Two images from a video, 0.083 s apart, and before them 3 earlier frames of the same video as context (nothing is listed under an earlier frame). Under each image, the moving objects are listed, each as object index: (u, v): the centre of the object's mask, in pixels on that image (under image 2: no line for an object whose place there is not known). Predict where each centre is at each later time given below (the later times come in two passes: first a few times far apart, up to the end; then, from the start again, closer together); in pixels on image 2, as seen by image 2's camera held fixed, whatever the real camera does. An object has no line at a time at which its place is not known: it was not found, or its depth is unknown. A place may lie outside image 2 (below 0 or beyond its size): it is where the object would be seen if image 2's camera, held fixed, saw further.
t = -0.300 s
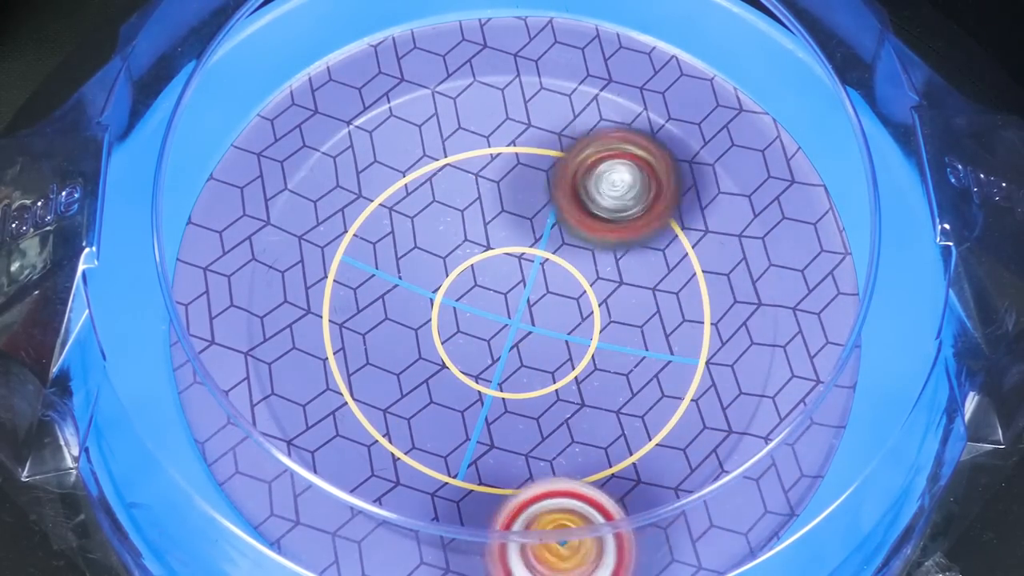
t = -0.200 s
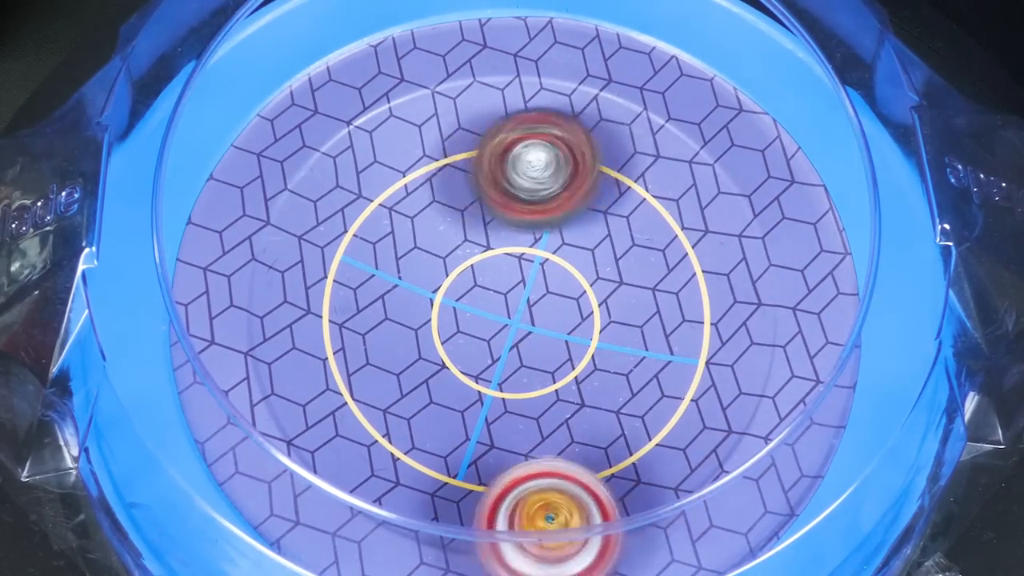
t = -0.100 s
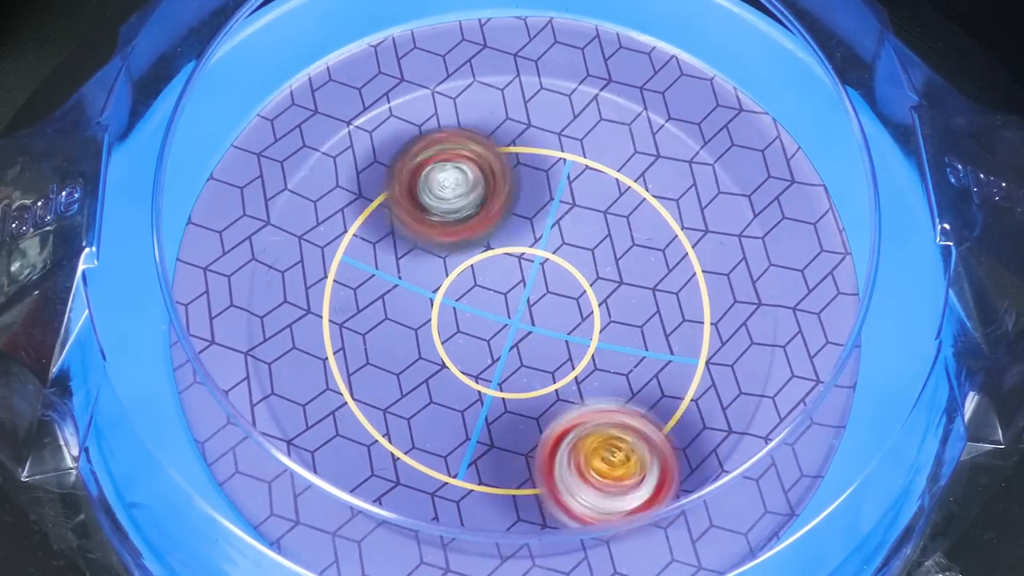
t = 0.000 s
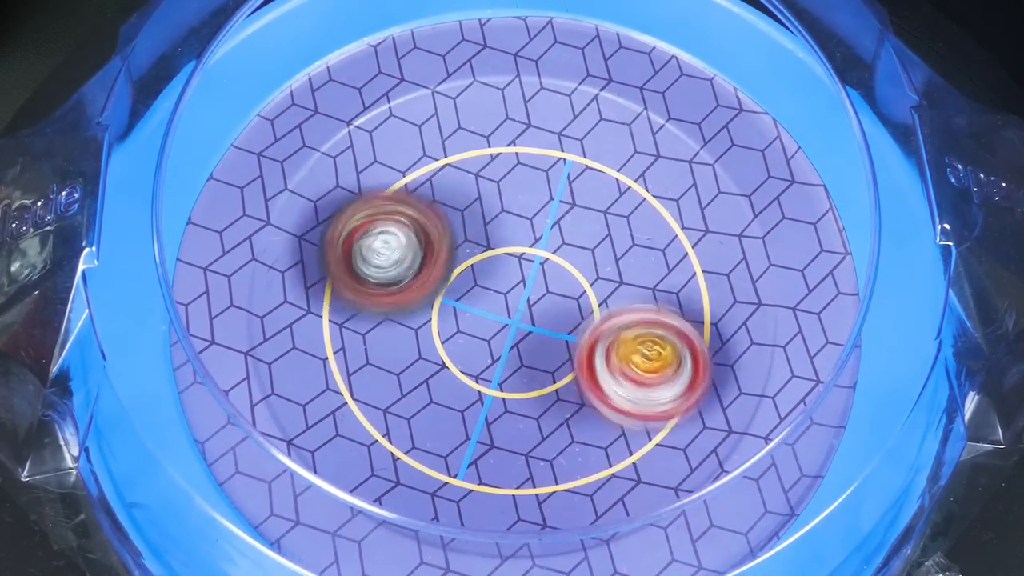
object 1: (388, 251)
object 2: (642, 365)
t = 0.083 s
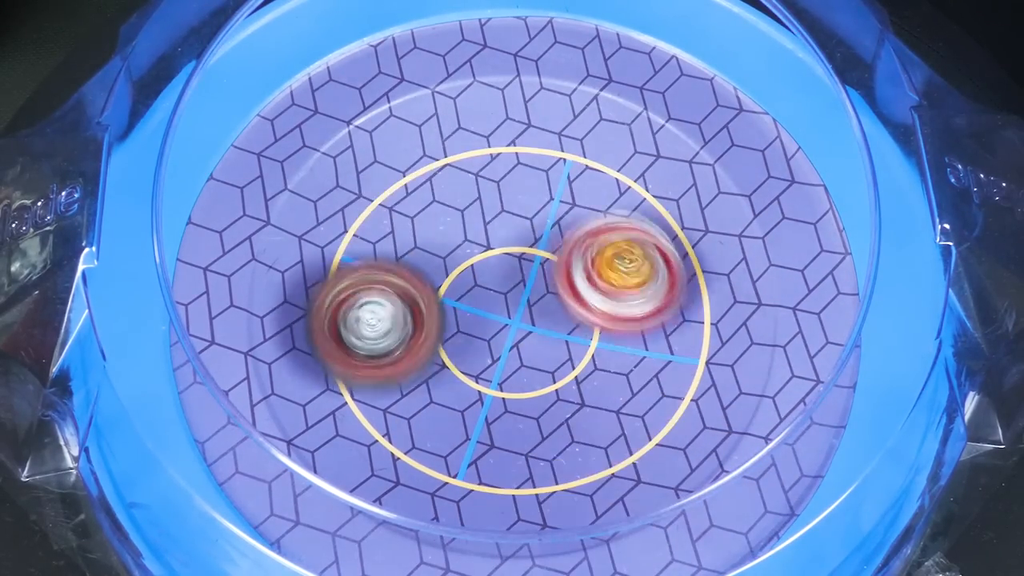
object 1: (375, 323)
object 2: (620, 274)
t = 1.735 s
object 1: (707, 353)
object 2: (645, 212)
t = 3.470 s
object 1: (457, 256)
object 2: (600, 265)
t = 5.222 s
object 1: (672, 365)
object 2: (532, 291)
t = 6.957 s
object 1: (407, 241)
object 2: (565, 324)
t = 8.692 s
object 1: (473, 378)
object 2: (578, 276)
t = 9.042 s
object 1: (432, 294)
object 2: (570, 327)
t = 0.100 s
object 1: (378, 337)
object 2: (609, 259)
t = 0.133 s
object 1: (388, 363)
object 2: (583, 228)
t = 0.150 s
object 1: (395, 375)
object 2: (571, 218)
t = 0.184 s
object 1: (412, 396)
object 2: (536, 194)
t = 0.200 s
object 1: (421, 405)
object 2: (521, 186)
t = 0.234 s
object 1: (443, 421)
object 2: (483, 173)
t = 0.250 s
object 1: (454, 426)
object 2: (467, 169)
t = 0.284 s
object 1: (479, 436)
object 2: (428, 164)
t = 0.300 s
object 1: (493, 438)
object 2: (412, 164)
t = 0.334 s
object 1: (518, 438)
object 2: (375, 168)
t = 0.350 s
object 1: (531, 437)
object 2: (359, 173)
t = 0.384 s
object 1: (557, 431)
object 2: (327, 187)
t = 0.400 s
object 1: (569, 426)
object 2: (314, 195)
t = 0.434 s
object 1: (590, 413)
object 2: (291, 217)
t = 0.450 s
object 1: (600, 405)
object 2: (284, 229)
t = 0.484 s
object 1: (617, 386)
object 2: (274, 259)
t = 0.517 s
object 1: (630, 365)
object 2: (277, 290)
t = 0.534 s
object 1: (635, 353)
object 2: (283, 306)
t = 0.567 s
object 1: (641, 330)
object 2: (304, 337)
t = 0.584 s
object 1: (643, 318)
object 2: (317, 350)
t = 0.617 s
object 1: (643, 292)
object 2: (351, 371)
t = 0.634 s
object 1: (639, 280)
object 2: (370, 380)
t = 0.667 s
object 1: (631, 257)
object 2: (411, 390)
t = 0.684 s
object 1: (626, 246)
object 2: (433, 393)
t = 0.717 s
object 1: (611, 225)
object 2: (474, 390)
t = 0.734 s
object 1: (603, 215)
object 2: (497, 386)
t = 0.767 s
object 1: (583, 197)
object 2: (533, 372)
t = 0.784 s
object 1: (573, 189)
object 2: (551, 360)
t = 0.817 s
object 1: (550, 176)
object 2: (579, 335)
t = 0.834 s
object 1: (537, 171)
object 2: (589, 318)
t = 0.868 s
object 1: (513, 163)
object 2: (605, 285)
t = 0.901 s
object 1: (487, 162)
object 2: (610, 250)
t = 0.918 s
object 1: (475, 161)
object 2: (612, 233)
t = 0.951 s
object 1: (450, 164)
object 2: (607, 200)
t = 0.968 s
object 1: (438, 168)
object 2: (604, 183)
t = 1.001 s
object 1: (417, 177)
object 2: (595, 154)
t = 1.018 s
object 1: (407, 182)
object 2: (587, 139)
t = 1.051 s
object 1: (390, 196)
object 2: (571, 112)
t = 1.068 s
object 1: (383, 202)
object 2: (561, 100)
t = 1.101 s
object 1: (372, 217)
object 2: (538, 80)
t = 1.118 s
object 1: (367, 226)
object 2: (525, 73)
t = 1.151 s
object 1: (362, 243)
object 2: (495, 64)
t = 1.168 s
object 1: (360, 252)
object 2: (478, 66)
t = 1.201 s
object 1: (361, 272)
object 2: (445, 76)
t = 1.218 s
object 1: (363, 280)
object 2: (430, 84)
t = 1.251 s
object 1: (371, 300)
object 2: (407, 106)
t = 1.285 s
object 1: (381, 318)
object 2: (393, 134)
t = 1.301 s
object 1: (388, 326)
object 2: (389, 149)
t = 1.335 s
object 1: (406, 343)
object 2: (387, 182)
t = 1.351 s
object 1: (415, 349)
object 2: (389, 201)
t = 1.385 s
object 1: (436, 362)
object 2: (397, 236)
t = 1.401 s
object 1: (450, 376)
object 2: (405, 250)
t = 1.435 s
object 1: (482, 407)
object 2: (421, 268)
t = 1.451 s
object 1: (498, 418)
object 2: (433, 280)
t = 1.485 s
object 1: (534, 432)
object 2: (460, 301)
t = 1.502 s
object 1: (551, 436)
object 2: (477, 309)
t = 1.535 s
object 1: (585, 437)
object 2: (510, 317)
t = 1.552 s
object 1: (600, 434)
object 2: (527, 318)
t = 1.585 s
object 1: (629, 425)
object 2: (562, 310)
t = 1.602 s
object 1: (643, 420)
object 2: (577, 305)
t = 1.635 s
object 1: (665, 406)
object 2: (603, 288)
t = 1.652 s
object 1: (675, 399)
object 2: (613, 277)
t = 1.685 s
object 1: (692, 382)
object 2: (631, 252)
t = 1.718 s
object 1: (704, 363)
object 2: (640, 227)
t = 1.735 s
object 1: (707, 353)
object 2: (645, 212)
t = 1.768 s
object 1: (712, 334)
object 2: (648, 185)
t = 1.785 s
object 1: (712, 324)
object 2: (647, 173)
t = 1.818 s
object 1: (710, 305)
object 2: (637, 151)
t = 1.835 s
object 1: (707, 295)
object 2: (629, 142)
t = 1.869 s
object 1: (699, 277)
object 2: (610, 130)
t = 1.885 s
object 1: (694, 269)
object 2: (598, 127)
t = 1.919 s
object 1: (680, 252)
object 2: (573, 125)
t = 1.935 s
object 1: (672, 245)
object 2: (561, 128)
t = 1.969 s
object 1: (654, 232)
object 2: (534, 139)
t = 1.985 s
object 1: (645, 227)
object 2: (522, 148)
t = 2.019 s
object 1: (625, 219)
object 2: (500, 168)
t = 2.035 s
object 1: (624, 221)
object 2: (484, 175)
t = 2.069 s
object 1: (621, 228)
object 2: (449, 194)
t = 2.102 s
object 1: (616, 235)
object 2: (429, 219)
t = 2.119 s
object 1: (612, 238)
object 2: (421, 233)
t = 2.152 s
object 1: (603, 244)
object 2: (410, 265)
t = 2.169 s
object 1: (598, 246)
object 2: (407, 281)
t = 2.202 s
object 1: (586, 253)
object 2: (411, 313)
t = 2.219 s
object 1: (581, 255)
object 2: (415, 330)
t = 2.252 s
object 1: (567, 263)
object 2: (431, 360)
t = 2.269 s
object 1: (562, 266)
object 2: (442, 373)
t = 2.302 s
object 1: (550, 273)
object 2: (469, 395)
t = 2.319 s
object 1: (547, 278)
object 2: (485, 402)
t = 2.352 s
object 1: (536, 286)
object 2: (519, 414)
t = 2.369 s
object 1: (532, 289)
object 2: (534, 419)
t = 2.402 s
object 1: (524, 288)
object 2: (565, 424)
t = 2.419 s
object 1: (520, 289)
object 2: (582, 424)
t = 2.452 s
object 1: (512, 292)
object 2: (611, 416)
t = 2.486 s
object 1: (504, 297)
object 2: (641, 402)
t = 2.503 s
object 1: (500, 300)
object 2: (652, 392)
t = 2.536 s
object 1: (495, 309)
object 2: (669, 371)
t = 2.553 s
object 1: (493, 313)
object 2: (673, 358)
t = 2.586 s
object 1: (489, 321)
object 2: (678, 330)
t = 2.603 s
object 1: (489, 325)
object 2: (679, 316)
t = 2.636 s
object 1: (490, 334)
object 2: (672, 288)
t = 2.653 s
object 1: (491, 338)
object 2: (665, 274)
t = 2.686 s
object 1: (495, 345)
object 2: (646, 251)
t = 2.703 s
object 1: (497, 347)
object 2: (631, 240)
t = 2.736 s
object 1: (502, 351)
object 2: (604, 223)
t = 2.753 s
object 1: (504, 353)
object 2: (590, 216)
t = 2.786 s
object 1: (509, 354)
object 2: (560, 207)
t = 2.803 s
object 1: (511, 354)
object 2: (543, 205)
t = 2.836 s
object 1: (516, 352)
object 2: (509, 204)
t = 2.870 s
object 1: (520, 350)
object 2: (475, 211)
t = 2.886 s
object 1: (522, 348)
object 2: (459, 216)
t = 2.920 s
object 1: (525, 343)
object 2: (434, 230)
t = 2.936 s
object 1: (526, 340)
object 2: (420, 241)
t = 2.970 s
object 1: (528, 334)
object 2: (400, 263)
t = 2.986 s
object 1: (529, 331)
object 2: (393, 275)
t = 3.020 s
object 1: (531, 323)
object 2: (382, 300)
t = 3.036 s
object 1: (530, 319)
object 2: (379, 313)
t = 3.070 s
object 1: (528, 311)
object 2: (380, 342)
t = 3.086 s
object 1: (526, 306)
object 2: (383, 356)
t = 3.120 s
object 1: (524, 297)
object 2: (396, 381)
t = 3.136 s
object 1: (521, 293)
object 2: (406, 392)
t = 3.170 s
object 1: (518, 284)
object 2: (431, 411)
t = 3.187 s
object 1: (515, 280)
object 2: (445, 416)
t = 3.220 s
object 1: (509, 272)
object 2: (478, 422)
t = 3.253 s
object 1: (503, 267)
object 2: (512, 420)
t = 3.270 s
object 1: (500, 264)
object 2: (526, 415)
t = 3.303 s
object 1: (494, 260)
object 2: (554, 401)
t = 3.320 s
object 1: (490, 258)
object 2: (567, 390)
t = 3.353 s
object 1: (485, 256)
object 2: (586, 365)
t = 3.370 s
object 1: (481, 256)
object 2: (592, 351)
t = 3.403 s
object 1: (475, 256)
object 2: (602, 322)
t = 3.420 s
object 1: (471, 256)
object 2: (603, 308)
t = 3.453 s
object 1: (462, 256)
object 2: (603, 280)
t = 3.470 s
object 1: (457, 256)
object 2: (600, 265)
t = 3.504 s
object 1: (447, 258)
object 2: (589, 239)
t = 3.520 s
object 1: (444, 260)
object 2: (581, 228)
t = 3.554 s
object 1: (437, 265)
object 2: (562, 206)
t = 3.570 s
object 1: (435, 268)
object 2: (552, 196)
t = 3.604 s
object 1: (434, 273)
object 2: (528, 180)
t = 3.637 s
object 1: (434, 281)
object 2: (504, 167)
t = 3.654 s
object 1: (433, 286)
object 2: (491, 163)
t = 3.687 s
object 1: (437, 294)
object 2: (464, 161)
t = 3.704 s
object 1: (439, 298)
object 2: (451, 163)
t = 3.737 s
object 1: (446, 305)
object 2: (425, 172)
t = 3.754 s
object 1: (451, 309)
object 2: (414, 178)
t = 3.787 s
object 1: (461, 314)
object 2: (396, 195)
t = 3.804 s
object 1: (467, 319)
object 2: (389, 205)
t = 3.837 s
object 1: (481, 324)
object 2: (381, 226)
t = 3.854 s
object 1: (489, 327)
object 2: (380, 239)
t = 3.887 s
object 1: (518, 342)
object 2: (371, 252)
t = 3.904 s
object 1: (534, 348)
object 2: (370, 258)
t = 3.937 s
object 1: (564, 357)
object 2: (370, 274)
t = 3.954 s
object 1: (577, 356)
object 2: (374, 283)
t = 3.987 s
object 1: (601, 352)
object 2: (388, 302)
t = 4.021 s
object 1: (620, 344)
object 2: (410, 317)
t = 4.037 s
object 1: (628, 337)
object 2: (422, 322)
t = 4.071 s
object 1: (643, 327)
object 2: (451, 330)
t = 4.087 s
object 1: (647, 321)
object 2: (467, 330)
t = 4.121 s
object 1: (655, 308)
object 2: (496, 326)
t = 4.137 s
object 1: (657, 303)
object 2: (507, 320)
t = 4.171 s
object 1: (663, 293)
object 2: (530, 306)
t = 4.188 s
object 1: (674, 291)
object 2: (535, 295)
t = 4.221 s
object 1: (692, 282)
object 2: (549, 272)
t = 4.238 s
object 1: (699, 277)
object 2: (554, 262)
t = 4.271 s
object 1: (711, 268)
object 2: (561, 239)
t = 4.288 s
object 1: (715, 263)
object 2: (563, 227)
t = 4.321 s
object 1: (720, 255)
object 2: (563, 203)
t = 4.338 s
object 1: (721, 252)
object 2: (563, 194)
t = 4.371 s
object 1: (721, 246)
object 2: (560, 172)
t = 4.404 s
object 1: (720, 242)
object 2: (555, 151)
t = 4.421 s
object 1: (718, 241)
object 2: (551, 141)
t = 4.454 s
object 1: (713, 238)
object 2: (543, 124)
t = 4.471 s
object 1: (711, 237)
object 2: (538, 116)
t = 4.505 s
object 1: (704, 237)
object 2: (525, 106)
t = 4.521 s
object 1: (699, 236)
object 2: (517, 103)
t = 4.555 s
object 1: (690, 238)
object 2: (501, 105)
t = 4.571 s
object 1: (684, 238)
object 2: (494, 107)
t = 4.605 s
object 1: (672, 241)
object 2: (480, 120)
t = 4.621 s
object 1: (666, 243)
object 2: (475, 128)
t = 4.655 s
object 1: (651, 247)
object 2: (467, 149)
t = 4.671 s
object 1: (645, 249)
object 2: (465, 161)
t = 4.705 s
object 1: (629, 255)
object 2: (465, 186)
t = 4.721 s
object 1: (621, 258)
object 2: (466, 199)
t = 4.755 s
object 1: (605, 265)
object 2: (470, 226)
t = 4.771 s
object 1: (604, 273)
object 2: (465, 233)
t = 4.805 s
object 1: (615, 293)
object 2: (454, 247)
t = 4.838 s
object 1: (620, 309)
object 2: (450, 267)
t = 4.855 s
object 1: (621, 316)
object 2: (450, 276)
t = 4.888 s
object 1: (623, 325)
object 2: (453, 298)
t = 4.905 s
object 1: (624, 329)
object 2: (458, 308)
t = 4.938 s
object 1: (623, 336)
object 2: (471, 326)
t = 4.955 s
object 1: (622, 338)
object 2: (481, 333)
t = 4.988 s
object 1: (636, 346)
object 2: (485, 340)
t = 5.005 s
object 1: (643, 349)
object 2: (490, 344)
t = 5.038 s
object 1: (653, 352)
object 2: (504, 351)
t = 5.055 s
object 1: (657, 354)
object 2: (513, 352)
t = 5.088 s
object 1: (665, 358)
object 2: (524, 346)
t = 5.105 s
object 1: (670, 359)
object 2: (528, 342)
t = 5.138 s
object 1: (675, 360)
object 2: (538, 329)
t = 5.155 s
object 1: (676, 362)
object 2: (538, 322)
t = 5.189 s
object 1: (675, 363)
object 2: (537, 307)
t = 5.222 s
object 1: (672, 365)
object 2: (532, 291)
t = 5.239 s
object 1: (669, 365)
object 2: (527, 286)
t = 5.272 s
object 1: (662, 366)
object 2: (516, 273)
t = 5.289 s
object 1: (657, 366)
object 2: (508, 269)
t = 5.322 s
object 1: (648, 366)
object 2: (494, 261)
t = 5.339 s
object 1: (643, 366)
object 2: (485, 259)
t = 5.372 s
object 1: (631, 366)
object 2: (468, 260)
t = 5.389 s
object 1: (625, 365)
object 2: (461, 261)
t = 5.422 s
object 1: (611, 363)
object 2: (448, 269)
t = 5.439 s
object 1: (603, 362)
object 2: (444, 275)
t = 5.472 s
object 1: (589, 360)
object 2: (442, 288)
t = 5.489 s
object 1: (581, 358)
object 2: (443, 295)
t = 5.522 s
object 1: (572, 360)
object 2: (446, 305)
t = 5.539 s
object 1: (579, 364)
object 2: (443, 303)
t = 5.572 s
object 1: (594, 375)
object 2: (440, 299)
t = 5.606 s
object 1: (602, 380)
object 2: (441, 297)
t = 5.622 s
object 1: (606, 382)
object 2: (442, 295)
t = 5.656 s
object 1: (607, 384)
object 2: (445, 293)
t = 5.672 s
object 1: (606, 384)
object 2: (447, 292)
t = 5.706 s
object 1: (602, 383)
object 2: (453, 287)
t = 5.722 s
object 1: (600, 383)
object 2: (457, 284)
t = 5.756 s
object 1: (594, 382)
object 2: (462, 278)
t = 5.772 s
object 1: (589, 380)
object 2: (468, 273)
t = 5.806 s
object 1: (580, 377)
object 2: (473, 265)
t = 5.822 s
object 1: (575, 375)
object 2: (476, 261)
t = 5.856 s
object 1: (566, 370)
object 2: (479, 251)
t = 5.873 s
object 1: (559, 367)
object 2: (482, 246)
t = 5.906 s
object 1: (547, 360)
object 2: (483, 237)
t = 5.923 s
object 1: (541, 357)
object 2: (482, 235)
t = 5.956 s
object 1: (529, 350)
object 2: (480, 232)
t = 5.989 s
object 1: (516, 355)
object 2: (483, 225)
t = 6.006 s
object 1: (512, 361)
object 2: (484, 219)
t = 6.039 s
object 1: (505, 369)
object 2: (486, 209)
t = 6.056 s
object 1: (501, 372)
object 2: (485, 207)
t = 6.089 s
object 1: (494, 376)
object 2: (486, 204)
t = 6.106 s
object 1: (492, 379)
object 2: (487, 204)
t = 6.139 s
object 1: (486, 381)
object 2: (489, 204)
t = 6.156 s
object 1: (483, 381)
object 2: (491, 206)
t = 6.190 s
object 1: (479, 381)
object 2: (494, 208)
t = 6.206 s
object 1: (478, 380)
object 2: (496, 211)
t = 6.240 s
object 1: (473, 378)
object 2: (501, 217)
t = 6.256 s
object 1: (471, 376)
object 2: (504, 220)
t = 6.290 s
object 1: (468, 372)
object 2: (508, 226)
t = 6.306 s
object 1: (466, 368)
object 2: (514, 231)
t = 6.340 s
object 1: (464, 362)
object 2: (522, 239)
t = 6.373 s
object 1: (463, 355)
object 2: (535, 245)
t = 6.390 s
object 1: (463, 350)
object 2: (539, 248)
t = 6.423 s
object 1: (458, 345)
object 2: (555, 249)
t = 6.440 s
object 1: (453, 343)
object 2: (560, 250)
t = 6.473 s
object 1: (447, 338)
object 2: (574, 246)
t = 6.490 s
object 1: (444, 335)
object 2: (579, 245)
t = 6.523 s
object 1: (439, 329)
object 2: (588, 240)
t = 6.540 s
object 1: (438, 326)
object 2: (592, 239)
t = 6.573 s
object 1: (435, 320)
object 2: (597, 234)
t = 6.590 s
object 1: (434, 316)
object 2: (599, 234)
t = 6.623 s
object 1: (433, 308)
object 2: (600, 232)
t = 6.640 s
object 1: (434, 304)
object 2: (598, 232)
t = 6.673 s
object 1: (434, 296)
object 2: (595, 234)
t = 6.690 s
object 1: (436, 294)
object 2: (593, 235)
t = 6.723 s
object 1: (439, 286)
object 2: (586, 240)
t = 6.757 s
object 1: (441, 278)
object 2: (576, 250)
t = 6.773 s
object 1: (435, 273)
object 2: (575, 253)
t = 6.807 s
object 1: (423, 266)
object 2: (573, 268)
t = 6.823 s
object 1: (419, 263)
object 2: (569, 274)
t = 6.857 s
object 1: (412, 256)
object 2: (569, 286)
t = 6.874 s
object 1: (410, 254)
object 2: (566, 295)
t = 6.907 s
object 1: (408, 249)
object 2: (566, 306)
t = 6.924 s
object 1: (406, 246)
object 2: (567, 314)
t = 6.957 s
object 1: (407, 241)
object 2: (565, 324)
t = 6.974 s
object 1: (408, 239)
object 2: (568, 329)
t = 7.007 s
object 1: (410, 234)
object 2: (567, 340)
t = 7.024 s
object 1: (413, 233)
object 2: (568, 343)
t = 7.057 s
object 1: (418, 229)
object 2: (569, 350)
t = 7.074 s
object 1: (421, 228)
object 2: (568, 353)
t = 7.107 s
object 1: (430, 224)
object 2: (570, 359)
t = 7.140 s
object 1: (439, 221)
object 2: (572, 361)
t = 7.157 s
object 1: (443, 220)
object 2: (570, 363)
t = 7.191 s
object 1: (453, 219)
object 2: (567, 360)
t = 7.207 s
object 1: (458, 218)
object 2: (566, 359)
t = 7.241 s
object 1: (469, 217)
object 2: (559, 355)
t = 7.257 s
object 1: (475, 217)
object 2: (557, 353)
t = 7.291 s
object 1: (485, 217)
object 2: (547, 347)
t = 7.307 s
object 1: (492, 218)
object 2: (540, 344)
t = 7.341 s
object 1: (504, 215)
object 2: (529, 343)
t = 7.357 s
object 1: (511, 209)
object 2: (522, 344)
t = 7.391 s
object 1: (520, 198)
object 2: (510, 346)
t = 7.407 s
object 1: (525, 192)
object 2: (502, 345)
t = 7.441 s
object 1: (533, 184)
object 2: (491, 346)
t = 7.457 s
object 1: (536, 179)
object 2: (484, 347)
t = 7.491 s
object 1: (543, 172)
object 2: (473, 346)
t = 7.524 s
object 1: (551, 168)
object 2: (464, 348)
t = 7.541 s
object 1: (554, 165)
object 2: (462, 346)
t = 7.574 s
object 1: (561, 162)
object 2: (456, 347)
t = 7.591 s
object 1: (565, 161)
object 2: (451, 345)
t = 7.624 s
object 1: (571, 160)
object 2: (447, 342)
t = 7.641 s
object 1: (574, 161)
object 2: (446, 342)
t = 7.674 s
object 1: (580, 161)
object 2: (445, 337)
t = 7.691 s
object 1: (583, 163)
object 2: (445, 335)
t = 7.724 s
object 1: (588, 167)
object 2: (446, 328)
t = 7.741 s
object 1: (590, 169)
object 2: (447, 324)
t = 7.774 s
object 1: (595, 175)
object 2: (449, 318)
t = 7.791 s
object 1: (597, 178)
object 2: (450, 313)
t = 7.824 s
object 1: (601, 187)
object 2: (455, 305)
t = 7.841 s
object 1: (604, 191)
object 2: (456, 300)
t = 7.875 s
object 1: (607, 200)
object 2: (460, 288)
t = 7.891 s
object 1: (609, 205)
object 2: (463, 284)
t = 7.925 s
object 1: (611, 215)
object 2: (464, 275)
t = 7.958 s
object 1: (613, 226)
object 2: (469, 264)
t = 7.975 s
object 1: (614, 231)
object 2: (469, 259)
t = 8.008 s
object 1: (613, 242)
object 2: (474, 248)
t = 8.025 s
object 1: (613, 249)
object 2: (475, 245)
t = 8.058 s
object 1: (611, 259)
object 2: (476, 237)
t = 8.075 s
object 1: (610, 266)
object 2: (480, 232)
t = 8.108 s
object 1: (607, 277)
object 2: (480, 227)
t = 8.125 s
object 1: (604, 282)
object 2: (482, 224)
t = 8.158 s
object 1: (600, 295)
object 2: (486, 220)
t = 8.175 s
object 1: (598, 299)
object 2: (488, 217)
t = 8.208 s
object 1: (592, 311)
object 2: (494, 215)
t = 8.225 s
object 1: (590, 315)
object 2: (495, 213)
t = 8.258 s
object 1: (584, 324)
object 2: (500, 211)
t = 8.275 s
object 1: (580, 329)
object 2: (504, 212)
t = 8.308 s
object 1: (573, 336)
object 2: (507, 212)
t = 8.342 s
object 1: (564, 344)
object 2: (517, 214)
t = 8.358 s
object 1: (561, 347)
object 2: (519, 219)
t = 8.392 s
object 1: (552, 353)
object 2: (523, 220)
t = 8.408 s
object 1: (548, 355)
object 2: (527, 223)
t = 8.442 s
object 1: (540, 358)
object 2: (531, 228)
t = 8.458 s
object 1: (535, 361)
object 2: (535, 232)
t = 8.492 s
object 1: (525, 365)
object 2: (543, 241)
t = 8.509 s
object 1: (520, 369)
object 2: (546, 242)
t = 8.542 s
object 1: (510, 374)
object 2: (554, 246)
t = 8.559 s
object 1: (504, 376)
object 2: (559, 253)
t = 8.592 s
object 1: (496, 379)
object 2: (563, 257)
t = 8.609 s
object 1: (492, 379)
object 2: (567, 258)
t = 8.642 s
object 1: (484, 380)
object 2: (570, 266)
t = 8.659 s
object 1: (481, 379)
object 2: (573, 269)
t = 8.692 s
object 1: (473, 378)
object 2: (578, 276)
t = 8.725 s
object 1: (468, 374)
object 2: (579, 281)
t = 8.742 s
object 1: (464, 371)
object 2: (580, 283)
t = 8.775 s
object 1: (459, 366)
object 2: (581, 291)
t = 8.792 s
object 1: (457, 362)
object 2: (584, 294)
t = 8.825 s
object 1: (452, 354)
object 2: (585, 301)
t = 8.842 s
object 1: (451, 350)
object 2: (582, 305)
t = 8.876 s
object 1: (445, 341)
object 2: (584, 310)
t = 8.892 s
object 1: (443, 336)
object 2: (585, 312)
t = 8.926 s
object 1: (437, 326)
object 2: (583, 316)
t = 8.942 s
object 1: (437, 322)
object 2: (582, 319)
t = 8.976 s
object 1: (431, 311)
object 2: (579, 322)
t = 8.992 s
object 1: (432, 307)
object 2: (576, 323)
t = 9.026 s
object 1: (431, 297)
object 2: (571, 325)
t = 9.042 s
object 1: (432, 294)
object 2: (570, 327)
